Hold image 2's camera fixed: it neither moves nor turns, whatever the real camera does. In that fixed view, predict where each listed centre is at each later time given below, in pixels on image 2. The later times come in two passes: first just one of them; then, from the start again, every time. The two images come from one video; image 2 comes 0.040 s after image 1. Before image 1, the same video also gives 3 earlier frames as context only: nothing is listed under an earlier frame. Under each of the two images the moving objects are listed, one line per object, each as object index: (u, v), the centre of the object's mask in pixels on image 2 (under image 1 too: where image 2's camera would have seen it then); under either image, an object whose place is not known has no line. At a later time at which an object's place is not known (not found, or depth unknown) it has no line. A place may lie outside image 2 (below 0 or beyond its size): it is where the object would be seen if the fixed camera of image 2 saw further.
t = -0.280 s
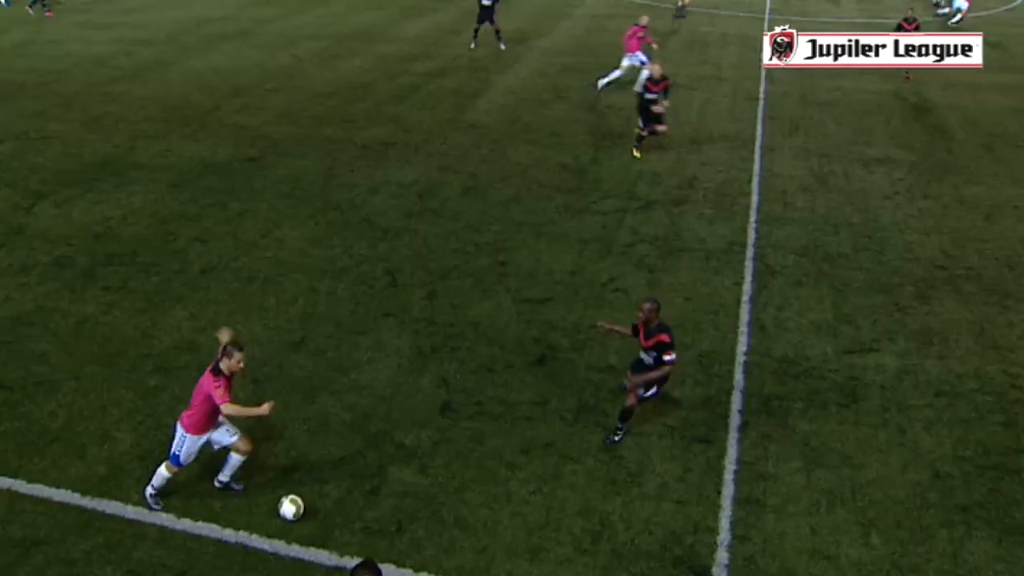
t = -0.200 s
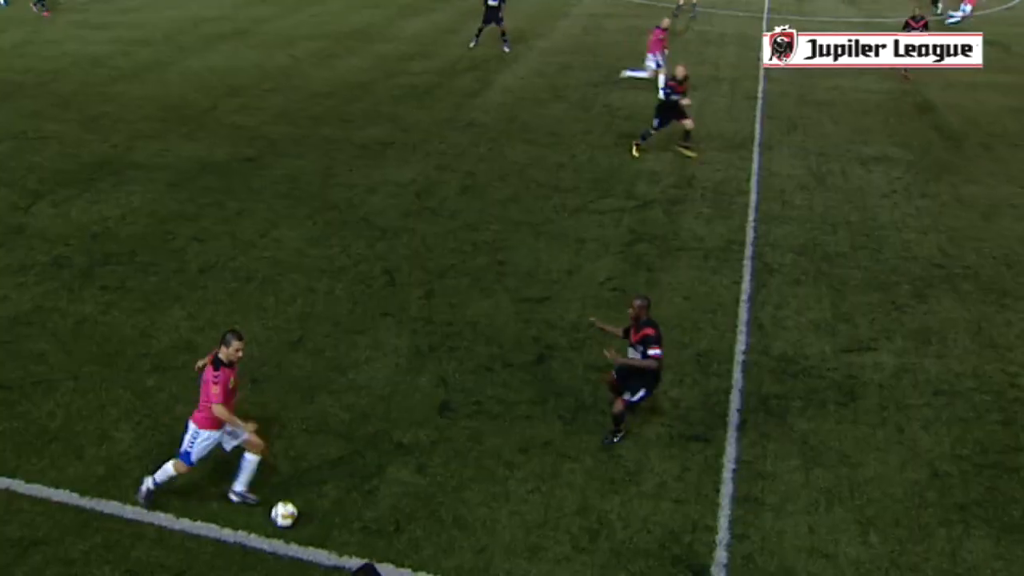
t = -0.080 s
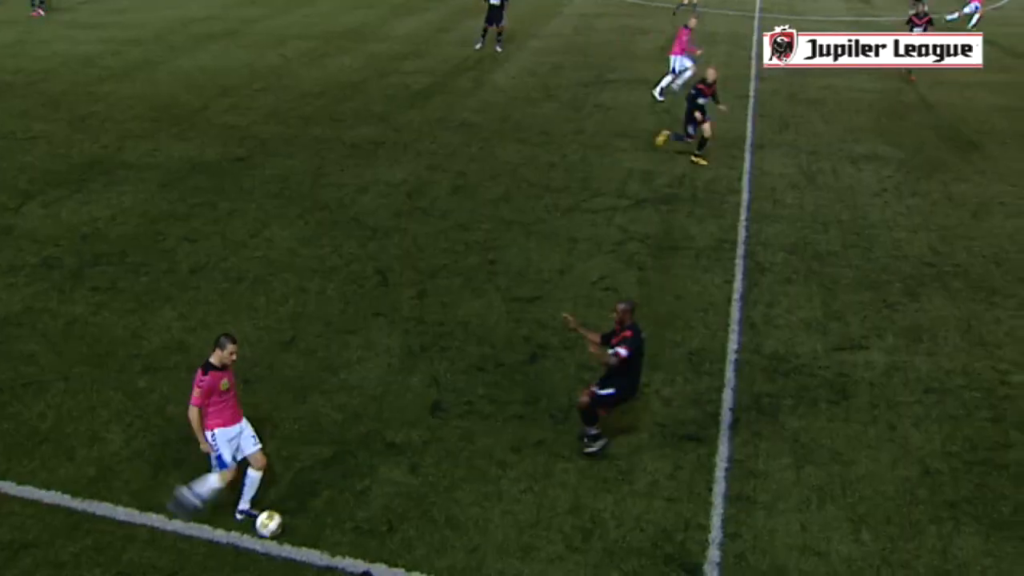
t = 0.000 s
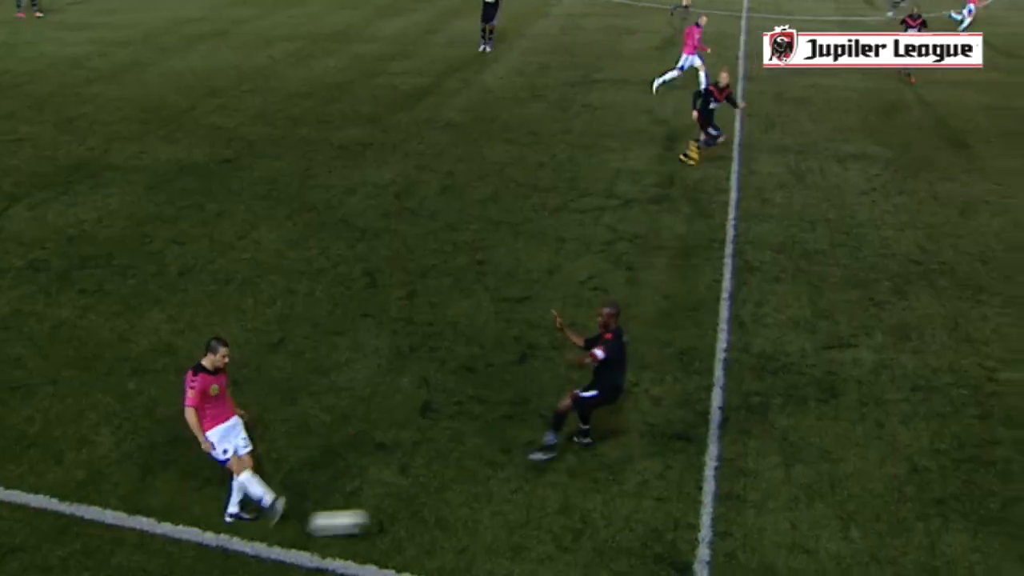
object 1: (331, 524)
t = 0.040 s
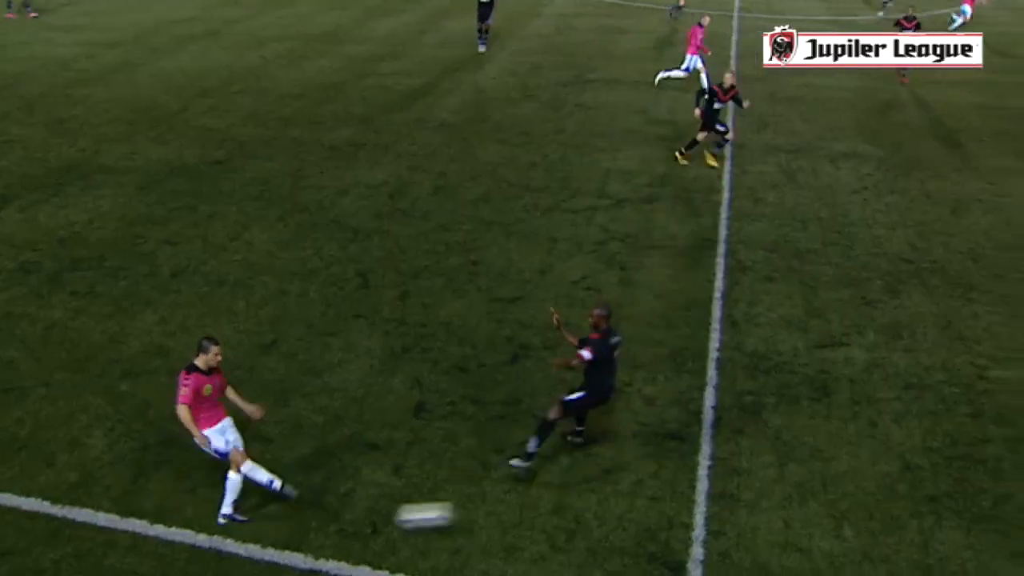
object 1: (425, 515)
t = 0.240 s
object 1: (862, 502)
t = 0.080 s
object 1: (519, 509)
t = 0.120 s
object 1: (609, 505)
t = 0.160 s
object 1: (697, 502)
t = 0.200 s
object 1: (781, 501)
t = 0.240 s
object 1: (862, 502)
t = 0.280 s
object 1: (938, 503)
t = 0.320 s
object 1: (1009, 492)
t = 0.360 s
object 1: (1077, 484)
